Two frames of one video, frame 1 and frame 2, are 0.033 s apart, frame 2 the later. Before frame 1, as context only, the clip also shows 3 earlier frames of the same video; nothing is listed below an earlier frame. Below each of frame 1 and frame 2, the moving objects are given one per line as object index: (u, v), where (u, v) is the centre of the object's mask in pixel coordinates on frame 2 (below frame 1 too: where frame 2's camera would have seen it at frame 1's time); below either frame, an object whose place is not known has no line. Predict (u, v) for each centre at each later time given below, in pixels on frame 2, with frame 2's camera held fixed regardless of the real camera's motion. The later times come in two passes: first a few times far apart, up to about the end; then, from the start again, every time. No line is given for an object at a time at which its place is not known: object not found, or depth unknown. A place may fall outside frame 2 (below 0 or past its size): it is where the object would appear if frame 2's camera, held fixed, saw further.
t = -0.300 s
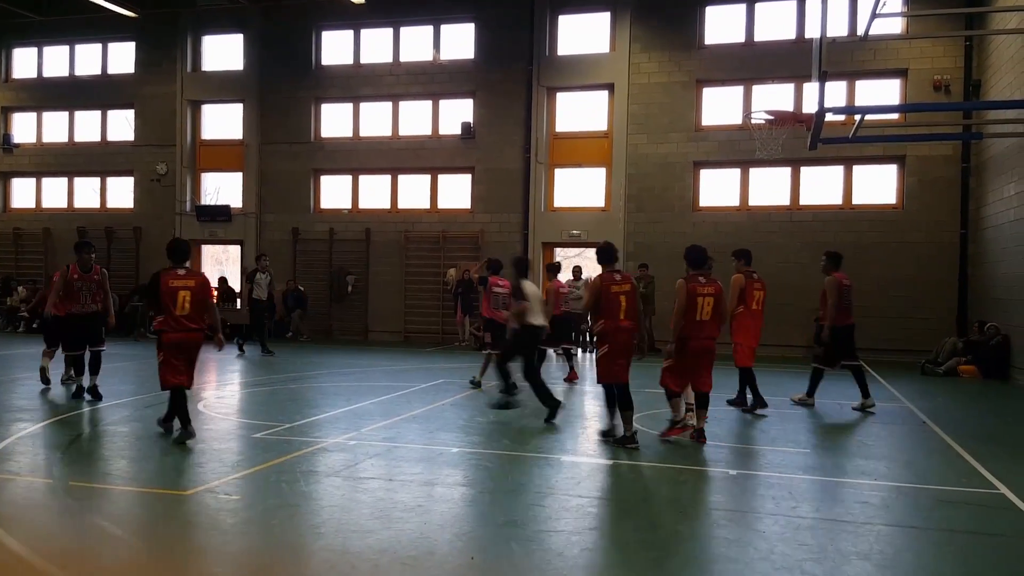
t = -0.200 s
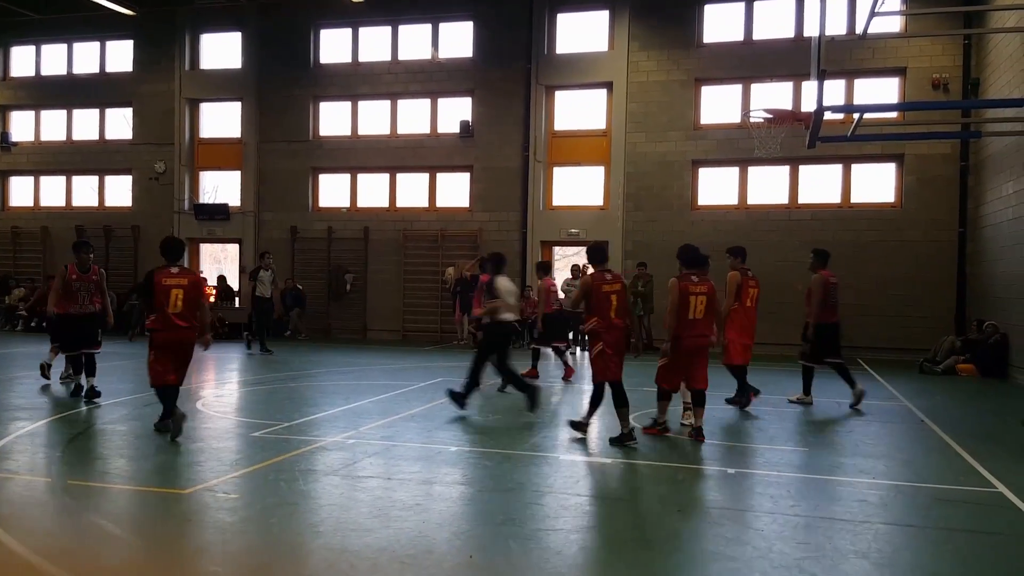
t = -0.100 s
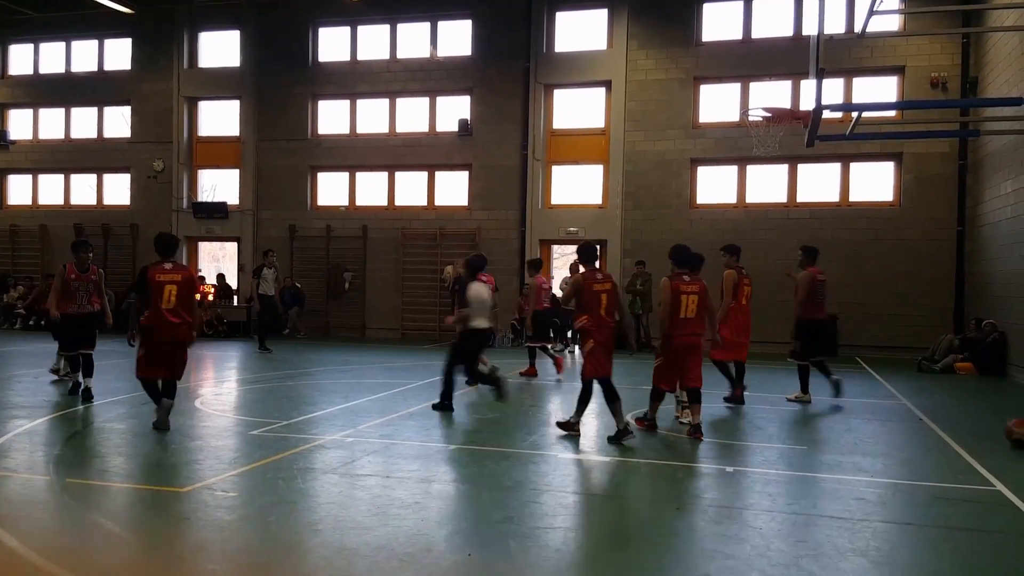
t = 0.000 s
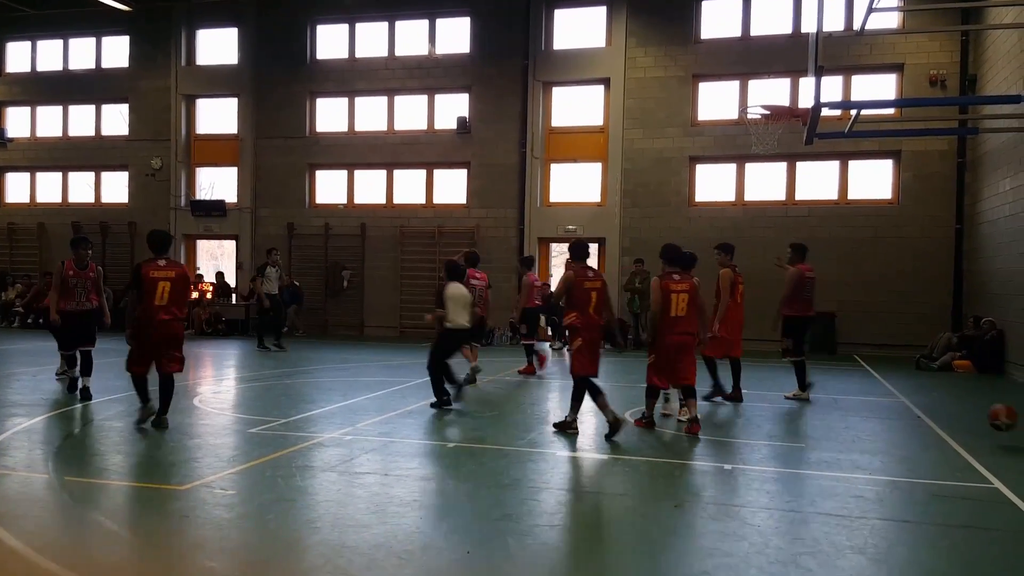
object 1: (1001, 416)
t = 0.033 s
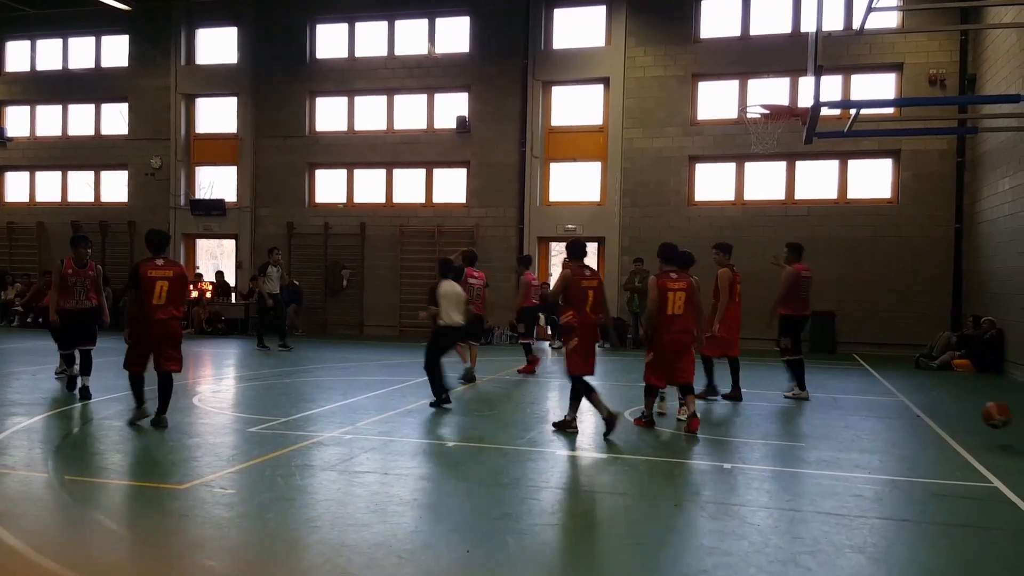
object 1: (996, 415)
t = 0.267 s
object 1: (961, 420)
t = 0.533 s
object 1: (924, 419)
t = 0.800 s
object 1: (886, 417)
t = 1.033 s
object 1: (853, 416)
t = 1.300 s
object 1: (816, 417)
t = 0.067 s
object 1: (991, 415)
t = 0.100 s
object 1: (986, 415)
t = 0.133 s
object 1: (981, 417)
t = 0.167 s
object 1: (976, 421)
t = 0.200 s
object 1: (971, 424)
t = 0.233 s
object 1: (966, 424)
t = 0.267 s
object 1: (961, 420)
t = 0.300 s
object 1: (956, 417)
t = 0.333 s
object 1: (952, 416)
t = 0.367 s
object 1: (948, 415)
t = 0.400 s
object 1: (942, 416)
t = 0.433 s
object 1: (938, 418)
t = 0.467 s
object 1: (933, 422)
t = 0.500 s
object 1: (928, 423)
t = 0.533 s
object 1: (924, 419)
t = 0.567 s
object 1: (919, 417)
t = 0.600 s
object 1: (915, 416)
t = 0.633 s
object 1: (910, 416)
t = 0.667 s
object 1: (905, 417)
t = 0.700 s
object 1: (900, 419)
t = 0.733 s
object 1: (895, 422)
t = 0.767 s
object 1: (891, 420)
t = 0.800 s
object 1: (886, 417)
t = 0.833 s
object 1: (881, 416)
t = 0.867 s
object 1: (876, 416)
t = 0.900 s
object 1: (872, 418)
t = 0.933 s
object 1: (867, 420)
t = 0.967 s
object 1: (862, 419)
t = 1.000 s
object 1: (857, 417)
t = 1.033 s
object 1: (853, 416)
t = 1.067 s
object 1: (848, 416)
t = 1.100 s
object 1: (844, 418)
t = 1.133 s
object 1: (839, 418)
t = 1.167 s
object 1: (834, 416)
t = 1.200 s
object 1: (830, 415)
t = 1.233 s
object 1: (825, 416)
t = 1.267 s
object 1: (821, 417)
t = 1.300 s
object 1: (816, 417)
